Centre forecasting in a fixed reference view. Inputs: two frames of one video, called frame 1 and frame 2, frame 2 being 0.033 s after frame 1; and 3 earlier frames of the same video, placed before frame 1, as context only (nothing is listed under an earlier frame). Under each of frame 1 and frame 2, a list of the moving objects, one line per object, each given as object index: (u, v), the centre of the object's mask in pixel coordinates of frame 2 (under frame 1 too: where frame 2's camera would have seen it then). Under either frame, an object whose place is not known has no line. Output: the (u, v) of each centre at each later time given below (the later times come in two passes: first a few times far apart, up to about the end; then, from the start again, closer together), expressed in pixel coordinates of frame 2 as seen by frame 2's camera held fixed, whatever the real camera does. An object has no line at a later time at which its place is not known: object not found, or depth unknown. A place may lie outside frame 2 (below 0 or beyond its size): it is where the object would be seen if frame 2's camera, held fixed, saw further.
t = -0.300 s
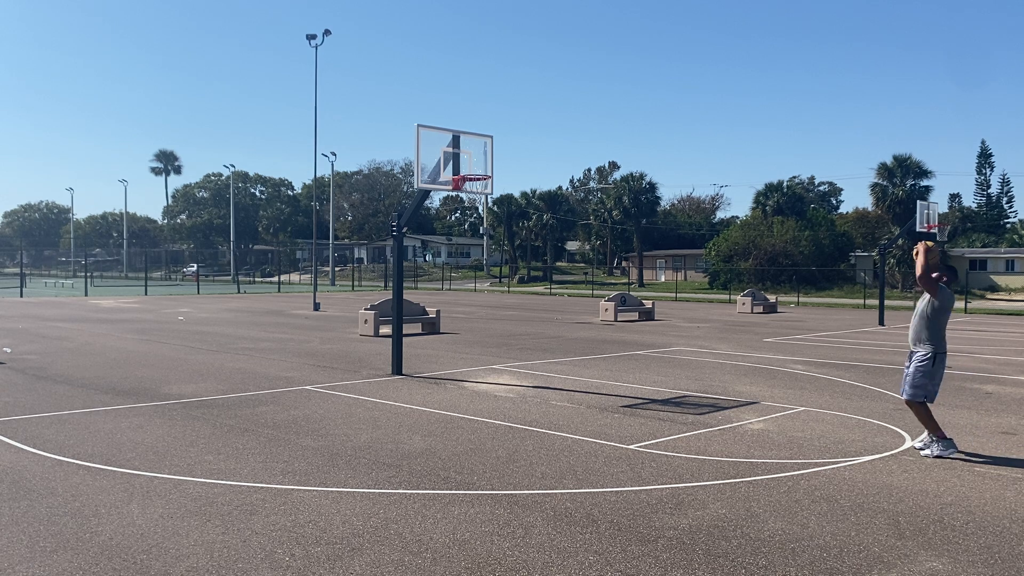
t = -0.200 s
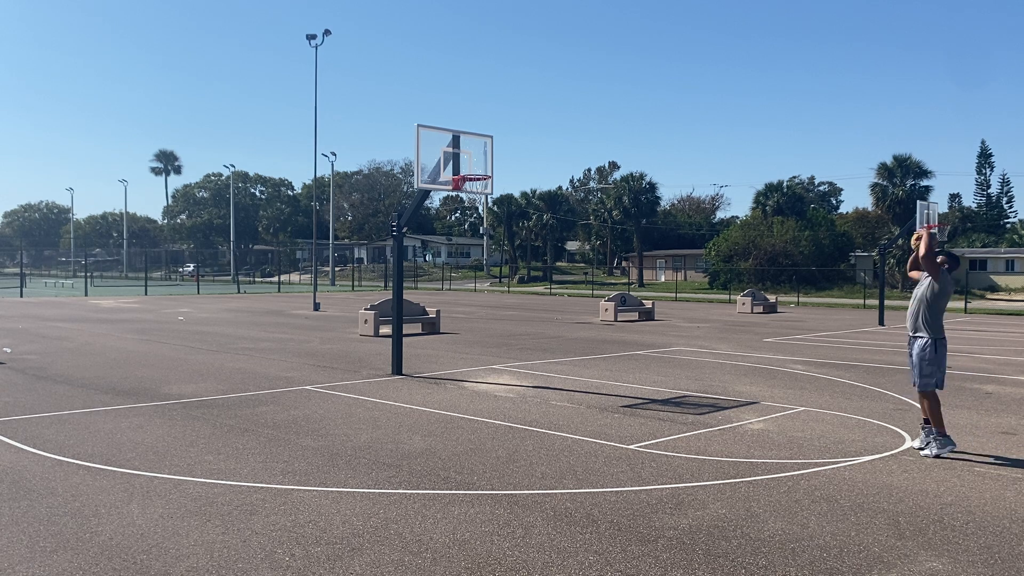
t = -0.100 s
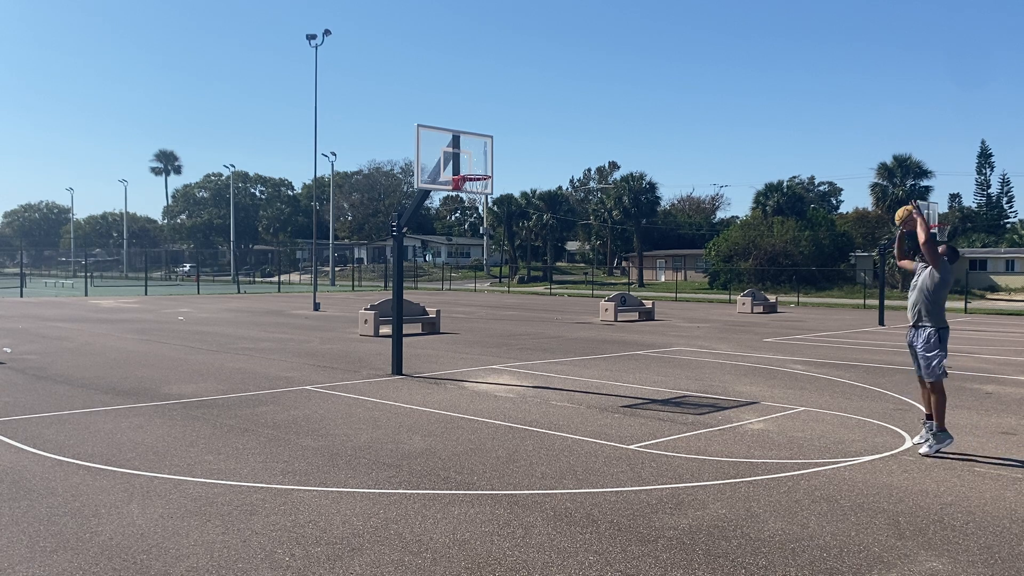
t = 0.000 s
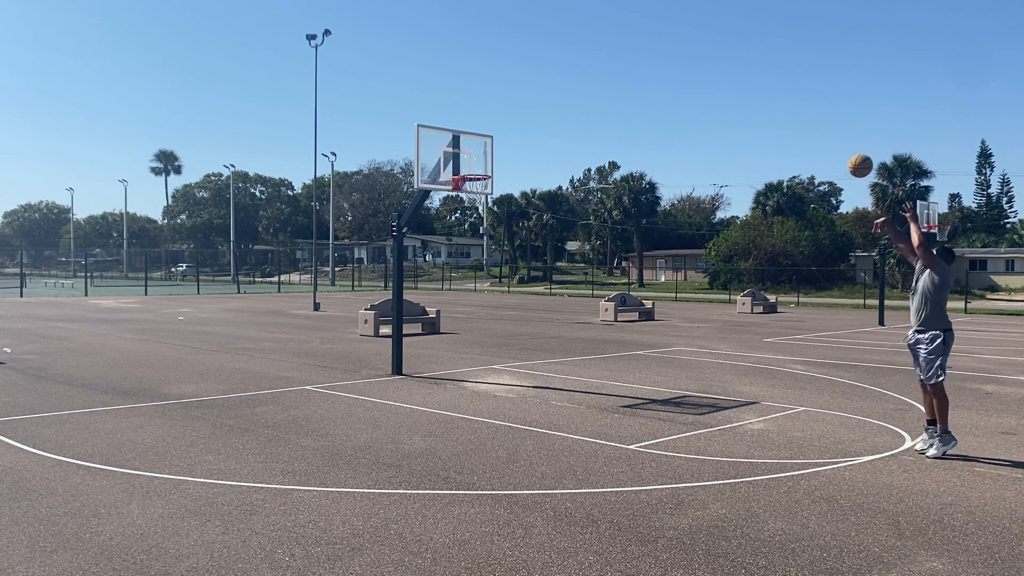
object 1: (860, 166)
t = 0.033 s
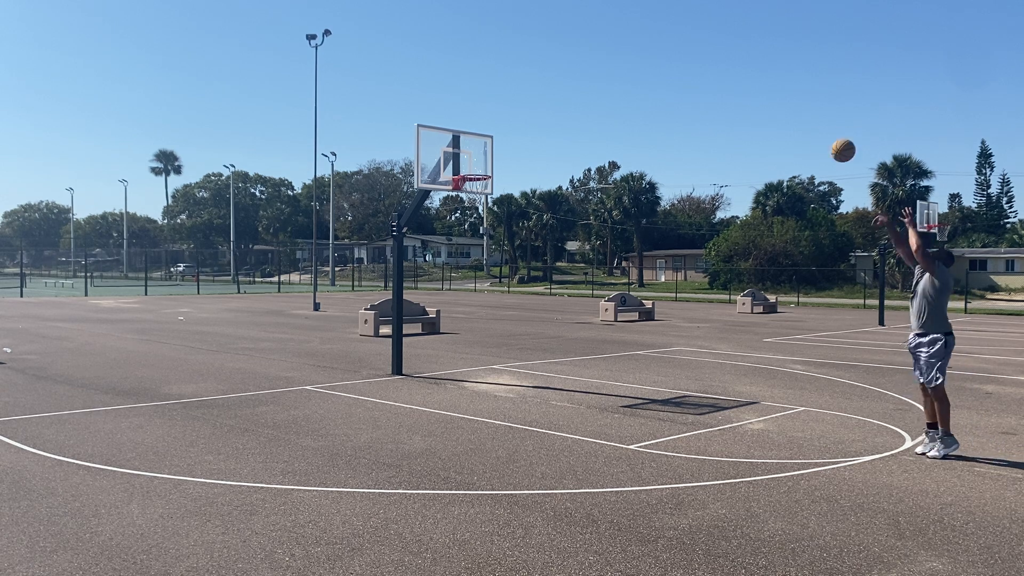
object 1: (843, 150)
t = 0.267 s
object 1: (734, 81)
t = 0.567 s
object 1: (619, 69)
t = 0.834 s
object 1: (535, 113)
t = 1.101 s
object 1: (470, 175)
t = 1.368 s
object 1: (468, 168)
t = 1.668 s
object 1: (472, 166)
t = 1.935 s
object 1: (479, 184)
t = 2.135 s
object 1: (477, 202)
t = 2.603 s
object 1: (463, 315)
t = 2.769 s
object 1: (457, 379)
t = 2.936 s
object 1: (450, 323)
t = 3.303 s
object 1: (433, 267)
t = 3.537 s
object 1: (421, 280)
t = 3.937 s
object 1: (401, 377)
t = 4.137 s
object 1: (393, 328)
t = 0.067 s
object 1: (826, 136)
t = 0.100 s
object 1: (810, 124)
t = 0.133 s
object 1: (794, 113)
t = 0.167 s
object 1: (778, 103)
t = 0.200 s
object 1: (763, 95)
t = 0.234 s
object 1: (748, 87)
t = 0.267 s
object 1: (734, 81)
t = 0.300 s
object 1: (720, 75)
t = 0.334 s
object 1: (707, 71)
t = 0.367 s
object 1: (693, 68)
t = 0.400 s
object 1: (680, 66)
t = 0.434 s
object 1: (668, 65)
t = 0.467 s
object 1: (655, 64)
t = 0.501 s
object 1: (643, 65)
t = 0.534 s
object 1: (631, 66)
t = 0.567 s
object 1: (619, 69)
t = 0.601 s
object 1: (608, 71)
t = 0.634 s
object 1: (597, 75)
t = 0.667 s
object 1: (586, 80)
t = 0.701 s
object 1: (575, 85)
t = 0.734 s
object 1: (565, 91)
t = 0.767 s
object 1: (554, 98)
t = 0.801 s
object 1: (545, 105)
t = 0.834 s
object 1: (535, 113)
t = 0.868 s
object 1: (525, 121)
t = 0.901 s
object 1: (516, 130)
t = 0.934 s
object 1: (506, 140)
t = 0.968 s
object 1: (497, 150)
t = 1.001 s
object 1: (488, 161)
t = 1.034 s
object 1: (480, 169)
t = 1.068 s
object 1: (475, 171)
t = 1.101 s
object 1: (470, 175)
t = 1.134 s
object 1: (471, 176)
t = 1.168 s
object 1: (478, 174)
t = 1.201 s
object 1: (482, 175)
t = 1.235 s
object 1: (479, 171)
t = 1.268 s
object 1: (474, 171)
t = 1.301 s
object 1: (471, 172)
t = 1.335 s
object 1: (469, 170)
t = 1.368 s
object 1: (468, 168)
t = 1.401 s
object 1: (468, 167)
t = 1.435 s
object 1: (469, 167)
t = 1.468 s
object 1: (469, 167)
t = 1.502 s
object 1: (469, 168)
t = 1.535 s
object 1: (469, 169)
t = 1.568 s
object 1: (469, 168)
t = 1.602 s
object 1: (470, 167)
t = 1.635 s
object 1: (471, 166)
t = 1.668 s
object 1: (472, 166)
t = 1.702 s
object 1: (473, 167)
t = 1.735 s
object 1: (474, 168)
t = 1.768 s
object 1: (475, 170)
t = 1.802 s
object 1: (476, 171)
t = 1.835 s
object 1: (477, 172)
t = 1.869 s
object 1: (478, 176)
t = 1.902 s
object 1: (478, 180)
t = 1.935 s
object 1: (479, 184)
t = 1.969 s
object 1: (480, 189)
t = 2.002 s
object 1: (479, 193)
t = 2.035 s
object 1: (480, 195)
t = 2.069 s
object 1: (480, 197)
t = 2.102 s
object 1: (478, 200)
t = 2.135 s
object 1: (477, 202)
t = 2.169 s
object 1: (477, 205)
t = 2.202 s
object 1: (475, 209)
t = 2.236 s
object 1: (474, 214)
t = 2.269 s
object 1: (474, 219)
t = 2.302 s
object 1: (473, 226)
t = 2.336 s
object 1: (470, 232)
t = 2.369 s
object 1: (470, 240)
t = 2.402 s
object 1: (469, 248)
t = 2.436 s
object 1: (468, 257)
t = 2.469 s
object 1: (467, 267)
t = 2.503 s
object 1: (465, 278)
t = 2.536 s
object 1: (465, 289)
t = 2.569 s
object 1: (463, 302)
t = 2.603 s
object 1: (463, 315)
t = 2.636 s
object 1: (461, 328)
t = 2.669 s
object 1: (460, 343)
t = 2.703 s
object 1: (459, 358)
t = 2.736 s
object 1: (458, 374)
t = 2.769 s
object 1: (457, 379)
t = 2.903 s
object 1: (452, 332)
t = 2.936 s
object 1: (450, 323)
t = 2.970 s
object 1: (449, 314)
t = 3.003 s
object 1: (447, 305)
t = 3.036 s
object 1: (446, 298)
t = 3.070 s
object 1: (444, 292)
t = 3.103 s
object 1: (443, 286)
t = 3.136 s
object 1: (441, 281)
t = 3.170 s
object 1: (439, 277)
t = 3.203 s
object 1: (437, 273)
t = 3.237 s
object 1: (436, 271)
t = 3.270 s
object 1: (435, 268)
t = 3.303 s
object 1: (433, 267)
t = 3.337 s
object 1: (431, 267)
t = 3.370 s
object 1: (430, 267)
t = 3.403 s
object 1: (428, 268)
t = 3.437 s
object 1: (426, 270)
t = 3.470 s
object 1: (425, 272)
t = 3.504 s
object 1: (423, 276)
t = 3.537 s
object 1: (421, 280)
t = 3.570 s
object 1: (420, 285)
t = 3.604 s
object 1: (418, 290)
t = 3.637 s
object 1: (417, 296)
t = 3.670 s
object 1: (415, 304)
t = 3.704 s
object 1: (413, 310)
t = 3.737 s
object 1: (411, 320)
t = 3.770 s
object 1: (410, 329)
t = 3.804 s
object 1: (408, 339)
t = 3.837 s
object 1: (406, 350)
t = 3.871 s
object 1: (404, 361)
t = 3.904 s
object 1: (402, 374)
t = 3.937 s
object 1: (401, 377)
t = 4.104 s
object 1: (394, 335)
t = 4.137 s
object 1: (393, 328)
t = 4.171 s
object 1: (391, 323)
